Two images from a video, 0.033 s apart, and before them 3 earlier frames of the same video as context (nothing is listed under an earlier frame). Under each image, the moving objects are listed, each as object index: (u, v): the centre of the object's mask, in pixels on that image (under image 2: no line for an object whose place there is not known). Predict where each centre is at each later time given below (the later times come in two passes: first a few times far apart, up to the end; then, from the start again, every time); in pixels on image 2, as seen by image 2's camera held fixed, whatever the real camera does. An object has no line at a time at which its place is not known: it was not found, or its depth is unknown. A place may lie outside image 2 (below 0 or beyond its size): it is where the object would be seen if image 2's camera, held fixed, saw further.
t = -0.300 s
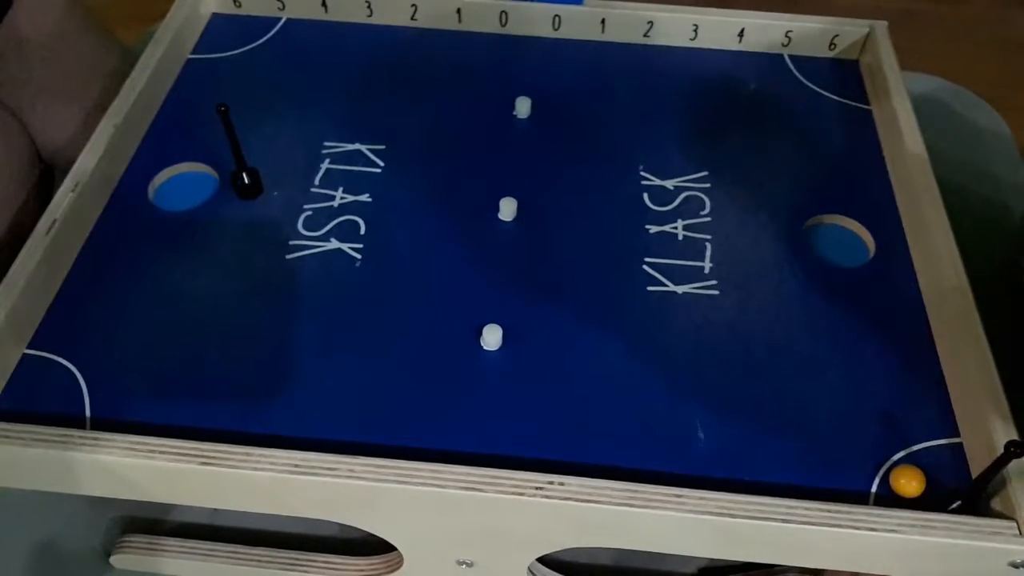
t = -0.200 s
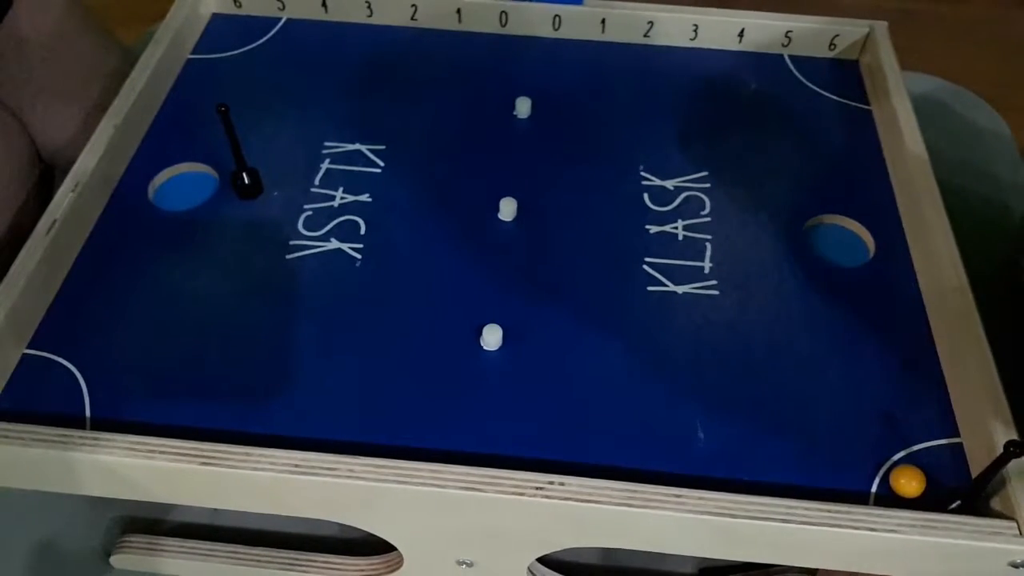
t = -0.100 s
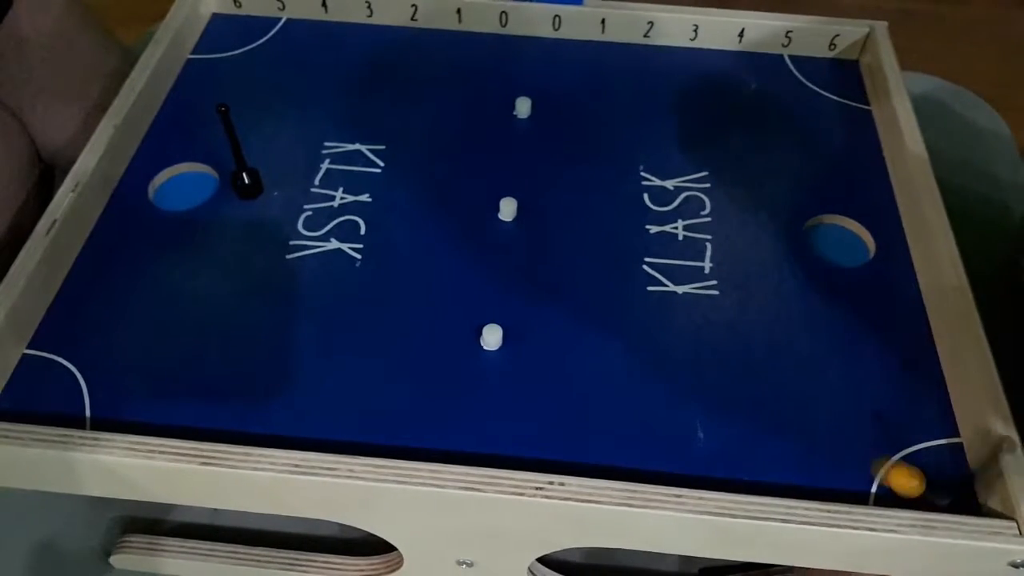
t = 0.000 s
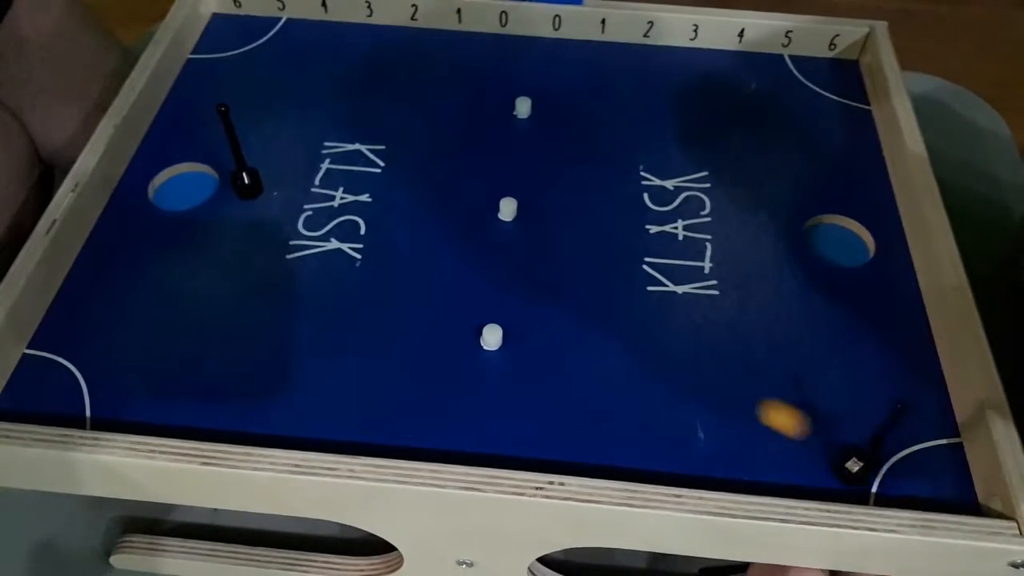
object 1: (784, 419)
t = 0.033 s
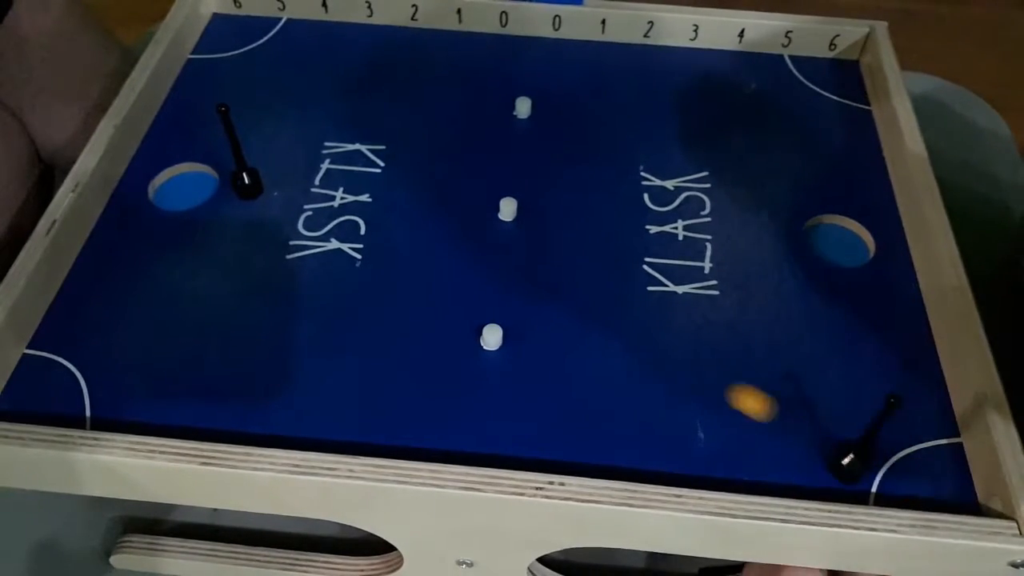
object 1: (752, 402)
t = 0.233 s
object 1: (593, 320)
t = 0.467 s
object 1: (439, 240)
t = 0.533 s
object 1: (401, 221)
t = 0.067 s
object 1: (723, 387)
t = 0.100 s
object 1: (695, 373)
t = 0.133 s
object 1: (668, 358)
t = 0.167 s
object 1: (642, 345)
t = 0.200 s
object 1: (617, 332)
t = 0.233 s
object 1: (593, 320)
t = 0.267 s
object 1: (569, 307)
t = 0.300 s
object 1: (546, 295)
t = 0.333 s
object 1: (524, 283)
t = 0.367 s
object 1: (502, 272)
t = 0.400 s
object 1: (481, 261)
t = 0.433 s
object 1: (460, 251)
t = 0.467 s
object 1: (439, 240)
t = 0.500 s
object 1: (420, 230)
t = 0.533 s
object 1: (401, 221)
